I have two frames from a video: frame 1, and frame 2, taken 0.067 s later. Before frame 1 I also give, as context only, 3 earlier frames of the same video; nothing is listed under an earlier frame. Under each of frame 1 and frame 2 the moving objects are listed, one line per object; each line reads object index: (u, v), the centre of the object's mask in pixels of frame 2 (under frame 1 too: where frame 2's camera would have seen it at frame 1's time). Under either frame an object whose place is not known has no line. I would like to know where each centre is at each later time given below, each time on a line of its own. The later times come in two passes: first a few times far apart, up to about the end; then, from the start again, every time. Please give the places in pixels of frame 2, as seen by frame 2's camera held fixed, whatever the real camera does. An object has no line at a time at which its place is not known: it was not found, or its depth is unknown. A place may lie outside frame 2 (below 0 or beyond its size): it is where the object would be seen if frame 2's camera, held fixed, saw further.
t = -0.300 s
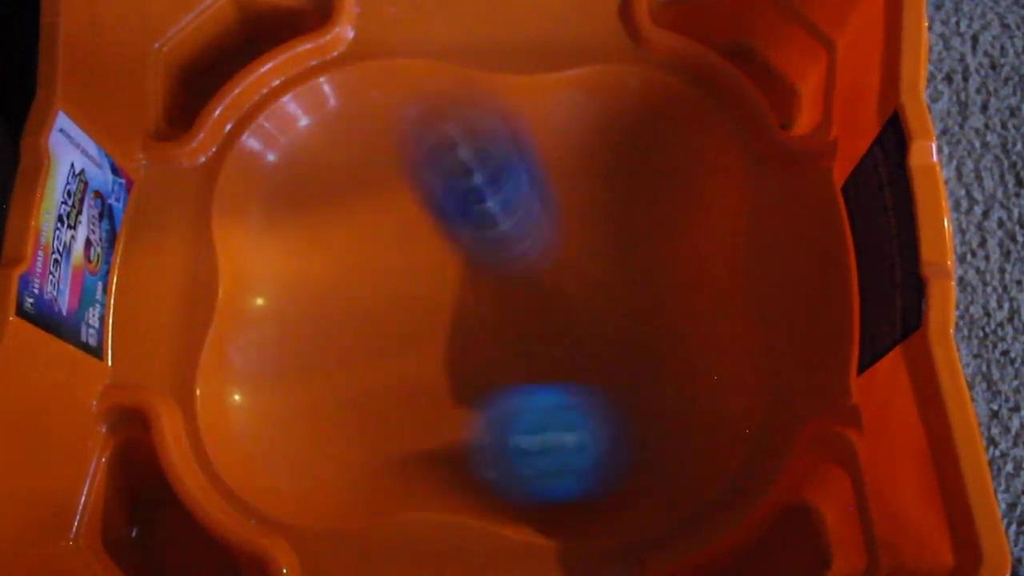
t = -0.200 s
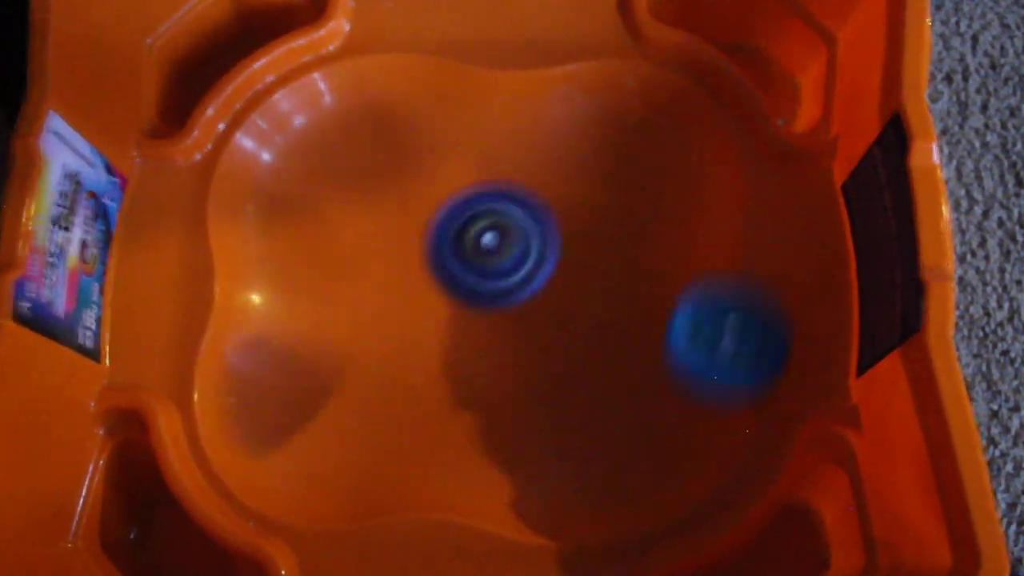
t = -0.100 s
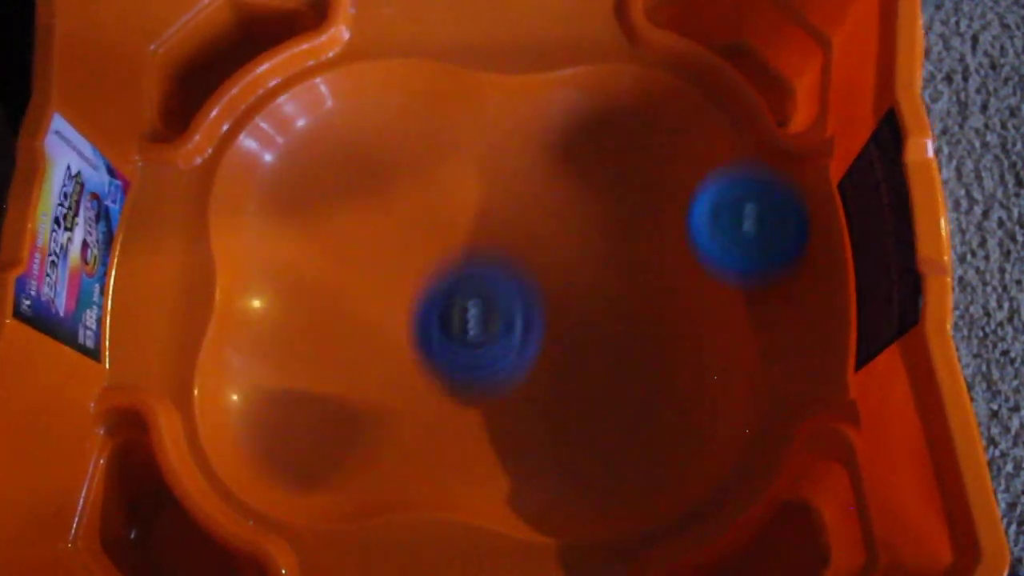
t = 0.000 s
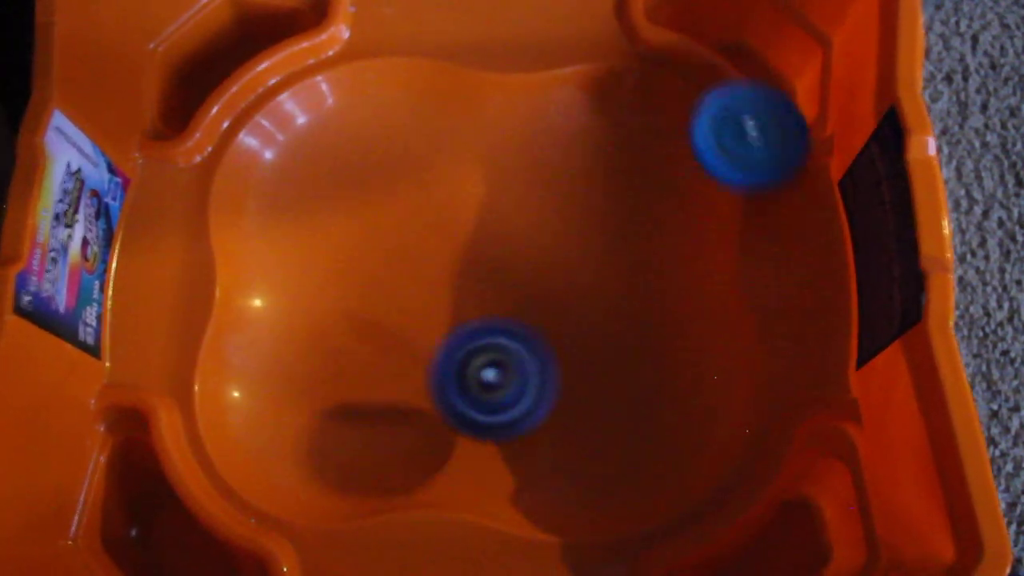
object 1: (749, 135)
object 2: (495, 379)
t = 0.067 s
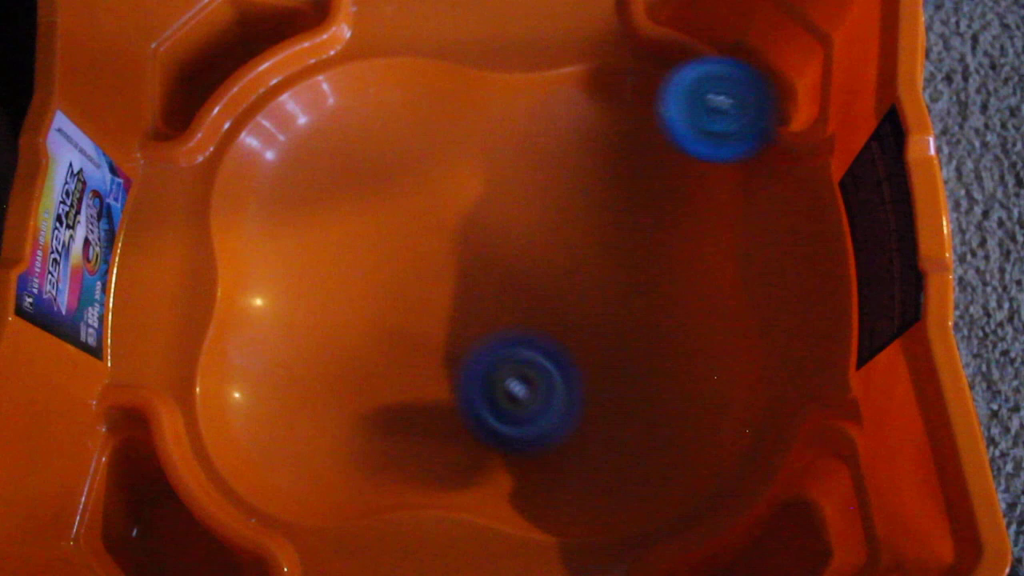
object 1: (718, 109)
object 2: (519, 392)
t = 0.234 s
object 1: (468, 177)
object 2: (607, 350)
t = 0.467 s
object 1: (254, 394)
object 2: (528, 183)
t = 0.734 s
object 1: (659, 375)
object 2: (247, 225)
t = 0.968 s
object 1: (616, 163)
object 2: (466, 435)
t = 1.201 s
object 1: (311, 171)
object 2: (769, 276)
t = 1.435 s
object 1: (353, 434)
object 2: (707, 143)
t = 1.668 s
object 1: (678, 379)
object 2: (313, 207)
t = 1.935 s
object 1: (575, 148)
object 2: (412, 441)
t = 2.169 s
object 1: (306, 209)
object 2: (765, 272)
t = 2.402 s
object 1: (347, 463)
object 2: (705, 146)
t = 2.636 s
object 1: (607, 348)
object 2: (342, 241)
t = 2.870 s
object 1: (615, 157)
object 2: (336, 475)
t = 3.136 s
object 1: (385, 216)
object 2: (684, 257)
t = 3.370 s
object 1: (360, 408)
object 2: (523, 96)
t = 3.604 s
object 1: (553, 398)
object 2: (273, 382)
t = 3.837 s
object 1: (616, 270)
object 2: (451, 498)
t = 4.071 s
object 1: (506, 200)
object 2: (696, 275)
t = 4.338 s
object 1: (365, 311)
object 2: (457, 117)
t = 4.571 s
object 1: (426, 419)
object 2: (270, 466)
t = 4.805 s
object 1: (618, 325)
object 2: (642, 444)
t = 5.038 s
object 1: (579, 95)
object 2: (628, 266)
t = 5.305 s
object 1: (393, 173)
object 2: (300, 466)
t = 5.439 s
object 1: (334, 267)
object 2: (274, 455)
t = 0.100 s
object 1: (684, 107)
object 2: (538, 393)
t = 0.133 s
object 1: (640, 118)
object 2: (560, 389)
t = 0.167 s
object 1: (588, 131)
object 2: (581, 382)
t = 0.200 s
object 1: (530, 150)
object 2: (597, 367)
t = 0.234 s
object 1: (468, 177)
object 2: (607, 350)
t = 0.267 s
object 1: (410, 200)
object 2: (612, 329)
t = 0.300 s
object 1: (356, 225)
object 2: (610, 304)
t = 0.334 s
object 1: (308, 250)
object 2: (603, 279)
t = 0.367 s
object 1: (271, 277)
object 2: (591, 253)
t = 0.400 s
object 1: (249, 309)
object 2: (574, 225)
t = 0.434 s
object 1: (241, 348)
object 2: (551, 203)
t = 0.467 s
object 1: (254, 394)
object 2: (528, 183)
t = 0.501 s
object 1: (286, 443)
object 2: (499, 169)
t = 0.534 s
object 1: (331, 472)
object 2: (465, 161)
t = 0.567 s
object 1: (382, 471)
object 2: (429, 159)
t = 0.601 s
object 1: (438, 466)
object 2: (391, 163)
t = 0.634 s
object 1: (496, 459)
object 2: (347, 171)
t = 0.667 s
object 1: (554, 439)
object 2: (302, 189)
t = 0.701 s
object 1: (611, 410)
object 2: (267, 209)
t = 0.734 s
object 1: (659, 375)
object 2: (247, 225)
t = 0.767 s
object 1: (697, 337)
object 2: (240, 244)
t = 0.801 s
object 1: (708, 295)
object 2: (245, 271)
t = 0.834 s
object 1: (703, 263)
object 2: (271, 304)
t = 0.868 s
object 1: (695, 238)
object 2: (308, 338)
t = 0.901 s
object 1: (680, 219)
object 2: (355, 377)
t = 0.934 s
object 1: (651, 192)
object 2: (407, 410)
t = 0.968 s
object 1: (616, 163)
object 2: (466, 435)
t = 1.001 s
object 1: (580, 136)
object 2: (531, 456)
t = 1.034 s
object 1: (542, 120)
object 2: (594, 464)
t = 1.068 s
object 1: (499, 113)
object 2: (659, 453)
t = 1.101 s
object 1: (455, 119)
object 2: (720, 415)
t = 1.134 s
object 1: (408, 133)
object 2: (751, 368)
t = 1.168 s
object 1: (358, 150)
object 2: (763, 319)
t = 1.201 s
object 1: (311, 171)
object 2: (769, 276)
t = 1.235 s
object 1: (274, 199)
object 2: (776, 240)
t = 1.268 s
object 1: (251, 226)
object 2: (781, 206)
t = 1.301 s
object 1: (250, 256)
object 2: (782, 178)
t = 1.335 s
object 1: (259, 299)
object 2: (775, 152)
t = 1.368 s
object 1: (285, 347)
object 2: (760, 142)
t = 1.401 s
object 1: (317, 395)
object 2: (735, 139)
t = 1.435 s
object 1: (353, 434)
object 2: (707, 143)
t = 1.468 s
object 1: (391, 455)
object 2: (667, 154)
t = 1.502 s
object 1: (435, 459)
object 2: (614, 157)
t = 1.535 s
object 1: (482, 460)
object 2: (560, 156)
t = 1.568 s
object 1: (533, 450)
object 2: (504, 163)
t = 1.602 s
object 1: (582, 433)
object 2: (438, 176)
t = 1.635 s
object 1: (635, 411)
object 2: (376, 190)
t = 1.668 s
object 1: (678, 379)
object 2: (313, 207)
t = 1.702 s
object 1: (707, 343)
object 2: (263, 229)
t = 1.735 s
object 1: (713, 303)
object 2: (246, 239)
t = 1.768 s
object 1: (707, 272)
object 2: (239, 257)
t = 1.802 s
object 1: (692, 245)
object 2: (239, 286)
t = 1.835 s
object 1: (671, 224)
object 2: (254, 323)
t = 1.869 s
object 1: (638, 197)
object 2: (298, 364)
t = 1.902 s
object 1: (608, 169)
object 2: (354, 409)
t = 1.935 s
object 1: (575, 148)
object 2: (412, 441)
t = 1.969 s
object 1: (540, 134)
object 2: (487, 455)
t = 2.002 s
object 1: (504, 132)
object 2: (556, 462)
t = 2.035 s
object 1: (465, 139)
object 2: (624, 458)
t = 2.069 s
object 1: (423, 152)
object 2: (691, 429)
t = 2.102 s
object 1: (379, 166)
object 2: (739, 371)
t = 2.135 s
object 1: (338, 186)
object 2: (757, 324)
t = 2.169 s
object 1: (306, 209)
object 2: (765, 272)
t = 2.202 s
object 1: (281, 236)
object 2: (772, 228)
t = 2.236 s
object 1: (269, 265)
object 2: (778, 189)
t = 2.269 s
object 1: (267, 302)
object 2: (781, 156)
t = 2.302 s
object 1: (277, 346)
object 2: (774, 136)
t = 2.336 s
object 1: (293, 393)
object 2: (762, 129)
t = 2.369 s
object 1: (316, 436)
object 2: (737, 133)
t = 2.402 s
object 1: (347, 463)
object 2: (705, 146)
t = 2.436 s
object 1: (379, 463)
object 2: (657, 162)
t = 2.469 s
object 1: (414, 458)
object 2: (603, 169)
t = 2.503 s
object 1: (454, 448)
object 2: (546, 176)
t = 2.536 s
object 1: (498, 426)
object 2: (493, 187)
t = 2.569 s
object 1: (537, 402)
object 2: (438, 203)
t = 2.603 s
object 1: (575, 376)
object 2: (387, 220)
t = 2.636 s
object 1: (607, 348)
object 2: (342, 241)
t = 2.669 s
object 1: (630, 320)
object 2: (300, 267)
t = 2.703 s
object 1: (644, 294)
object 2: (271, 295)
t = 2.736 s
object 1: (651, 268)
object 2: (251, 329)
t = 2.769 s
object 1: (651, 240)
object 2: (249, 371)
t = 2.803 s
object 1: (644, 212)
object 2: (260, 419)
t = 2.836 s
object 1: (631, 182)
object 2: (289, 464)
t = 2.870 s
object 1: (615, 157)
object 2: (336, 475)
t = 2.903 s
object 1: (592, 136)
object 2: (382, 469)
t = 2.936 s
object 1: (567, 124)
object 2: (429, 459)
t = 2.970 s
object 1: (540, 123)
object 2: (481, 441)
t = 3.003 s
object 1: (510, 134)
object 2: (533, 410)
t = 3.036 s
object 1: (479, 153)
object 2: (586, 376)
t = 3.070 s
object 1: (447, 173)
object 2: (629, 340)
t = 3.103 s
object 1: (413, 195)
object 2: (663, 298)
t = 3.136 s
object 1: (385, 216)
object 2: (684, 257)
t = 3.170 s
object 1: (364, 238)
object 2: (685, 212)
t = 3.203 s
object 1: (350, 262)
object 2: (680, 178)
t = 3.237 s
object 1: (343, 288)
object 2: (662, 139)
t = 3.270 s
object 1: (341, 318)
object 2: (632, 105)
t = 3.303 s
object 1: (342, 350)
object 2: (596, 83)
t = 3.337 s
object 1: (348, 380)
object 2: (560, 81)
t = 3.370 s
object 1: (360, 408)
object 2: (523, 96)
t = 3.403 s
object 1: (377, 427)
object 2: (484, 128)
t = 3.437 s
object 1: (400, 438)
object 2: (438, 169)
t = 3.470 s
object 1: (425, 440)
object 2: (393, 206)
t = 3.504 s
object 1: (454, 435)
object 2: (352, 243)
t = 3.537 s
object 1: (487, 425)
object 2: (316, 285)
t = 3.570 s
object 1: (521, 410)
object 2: (291, 330)
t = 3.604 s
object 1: (553, 398)
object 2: (273, 382)
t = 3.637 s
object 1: (583, 383)
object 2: (270, 437)
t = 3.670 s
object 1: (606, 368)
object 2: (286, 475)
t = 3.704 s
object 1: (620, 351)
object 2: (314, 494)
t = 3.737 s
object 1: (628, 332)
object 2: (349, 500)
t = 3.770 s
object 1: (628, 312)
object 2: (386, 501)
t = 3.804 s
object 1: (623, 291)
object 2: (418, 499)
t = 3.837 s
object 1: (616, 270)
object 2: (451, 498)
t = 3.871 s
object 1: (607, 248)
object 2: (488, 493)
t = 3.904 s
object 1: (598, 230)
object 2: (528, 485)
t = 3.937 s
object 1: (587, 216)
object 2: (565, 469)
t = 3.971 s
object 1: (572, 205)
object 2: (613, 428)
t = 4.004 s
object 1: (553, 199)
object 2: (658, 382)
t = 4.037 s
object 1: (531, 197)
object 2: (688, 332)
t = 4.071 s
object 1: (506, 200)
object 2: (696, 275)
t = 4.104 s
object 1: (480, 207)
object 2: (689, 226)
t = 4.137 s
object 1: (455, 214)
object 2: (681, 187)
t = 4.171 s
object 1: (432, 223)
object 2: (665, 149)
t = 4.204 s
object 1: (411, 233)
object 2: (626, 108)
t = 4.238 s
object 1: (394, 248)
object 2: (585, 81)
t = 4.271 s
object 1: (382, 267)
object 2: (544, 78)
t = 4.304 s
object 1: (373, 288)
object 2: (502, 88)
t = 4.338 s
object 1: (365, 311)
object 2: (457, 117)
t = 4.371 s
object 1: (359, 337)
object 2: (405, 158)
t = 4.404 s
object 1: (357, 361)
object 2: (353, 197)
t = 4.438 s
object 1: (360, 384)
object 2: (304, 241)
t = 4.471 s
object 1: (369, 401)
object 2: (269, 292)
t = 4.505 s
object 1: (384, 414)
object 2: (247, 347)
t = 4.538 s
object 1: (403, 420)
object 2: (243, 408)
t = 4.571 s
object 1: (426, 419)
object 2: (270, 466)
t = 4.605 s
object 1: (454, 415)
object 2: (325, 490)
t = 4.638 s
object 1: (484, 408)
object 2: (377, 490)
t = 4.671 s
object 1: (511, 402)
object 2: (436, 488)
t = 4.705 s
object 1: (538, 393)
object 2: (496, 485)
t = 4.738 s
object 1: (566, 376)
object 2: (548, 486)
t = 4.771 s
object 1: (595, 349)
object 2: (596, 474)
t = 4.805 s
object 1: (618, 325)
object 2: (642, 444)
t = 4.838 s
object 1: (631, 291)
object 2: (691, 409)
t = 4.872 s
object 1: (634, 245)
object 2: (725, 381)
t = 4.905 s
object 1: (634, 203)
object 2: (737, 351)
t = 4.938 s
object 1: (629, 165)
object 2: (732, 324)
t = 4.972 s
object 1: (616, 132)
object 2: (709, 300)
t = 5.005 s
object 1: (599, 108)
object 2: (674, 284)
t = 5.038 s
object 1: (579, 95)
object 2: (628, 266)
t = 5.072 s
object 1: (558, 102)
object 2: (582, 248)
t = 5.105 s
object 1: (537, 120)
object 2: (537, 239)
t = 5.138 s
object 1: (515, 113)
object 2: (495, 269)
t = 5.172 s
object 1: (491, 108)
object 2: (451, 308)
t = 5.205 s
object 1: (470, 114)
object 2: (406, 353)
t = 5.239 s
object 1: (445, 129)
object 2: (368, 393)
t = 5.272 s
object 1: (420, 150)
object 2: (330, 435)
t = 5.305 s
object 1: (393, 173)
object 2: (300, 466)
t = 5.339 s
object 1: (369, 198)
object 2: (280, 475)
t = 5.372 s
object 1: (350, 221)
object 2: (269, 476)
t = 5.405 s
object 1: (338, 244)
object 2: (267, 468)
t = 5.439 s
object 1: (334, 267)
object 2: (274, 455)
